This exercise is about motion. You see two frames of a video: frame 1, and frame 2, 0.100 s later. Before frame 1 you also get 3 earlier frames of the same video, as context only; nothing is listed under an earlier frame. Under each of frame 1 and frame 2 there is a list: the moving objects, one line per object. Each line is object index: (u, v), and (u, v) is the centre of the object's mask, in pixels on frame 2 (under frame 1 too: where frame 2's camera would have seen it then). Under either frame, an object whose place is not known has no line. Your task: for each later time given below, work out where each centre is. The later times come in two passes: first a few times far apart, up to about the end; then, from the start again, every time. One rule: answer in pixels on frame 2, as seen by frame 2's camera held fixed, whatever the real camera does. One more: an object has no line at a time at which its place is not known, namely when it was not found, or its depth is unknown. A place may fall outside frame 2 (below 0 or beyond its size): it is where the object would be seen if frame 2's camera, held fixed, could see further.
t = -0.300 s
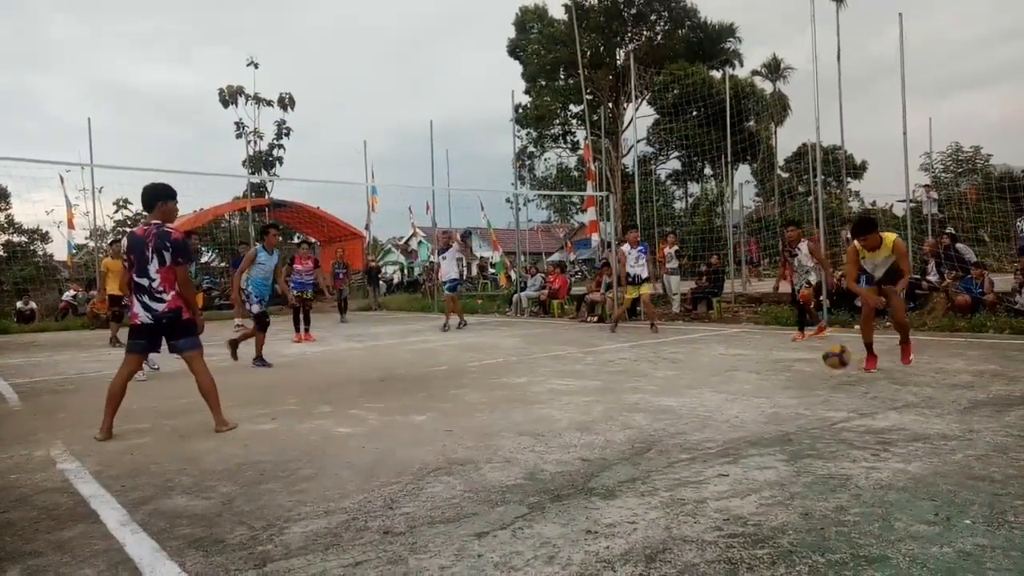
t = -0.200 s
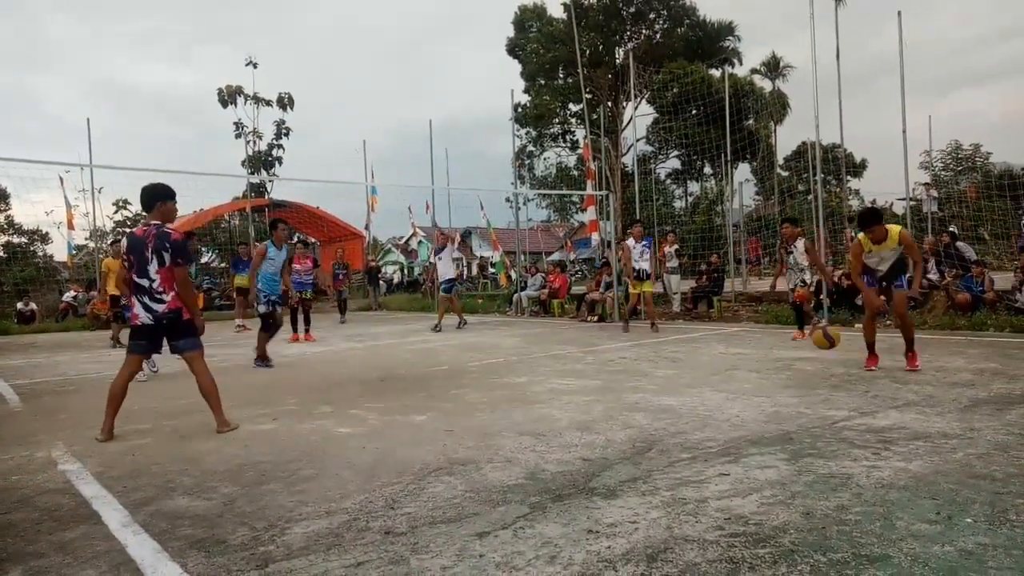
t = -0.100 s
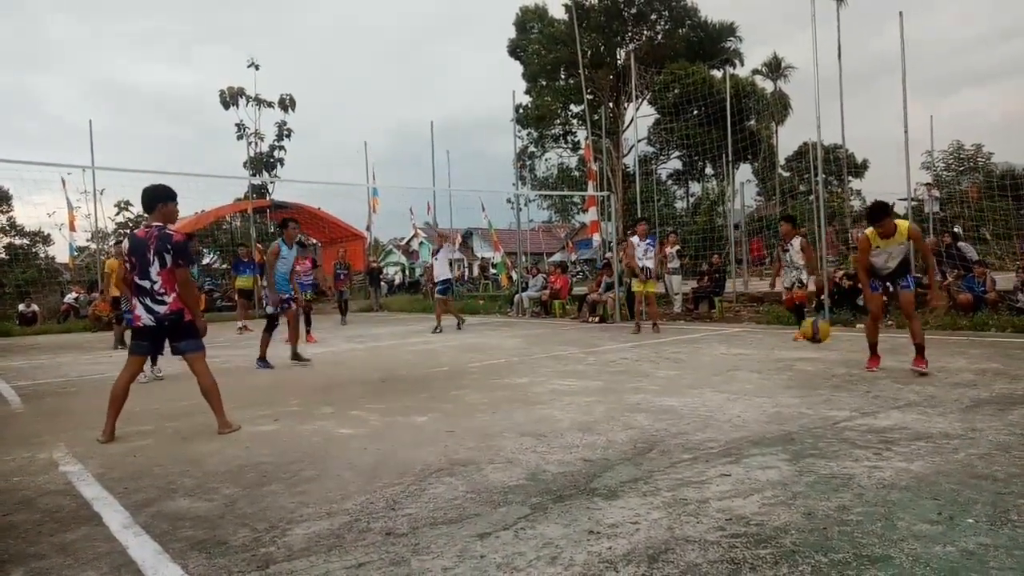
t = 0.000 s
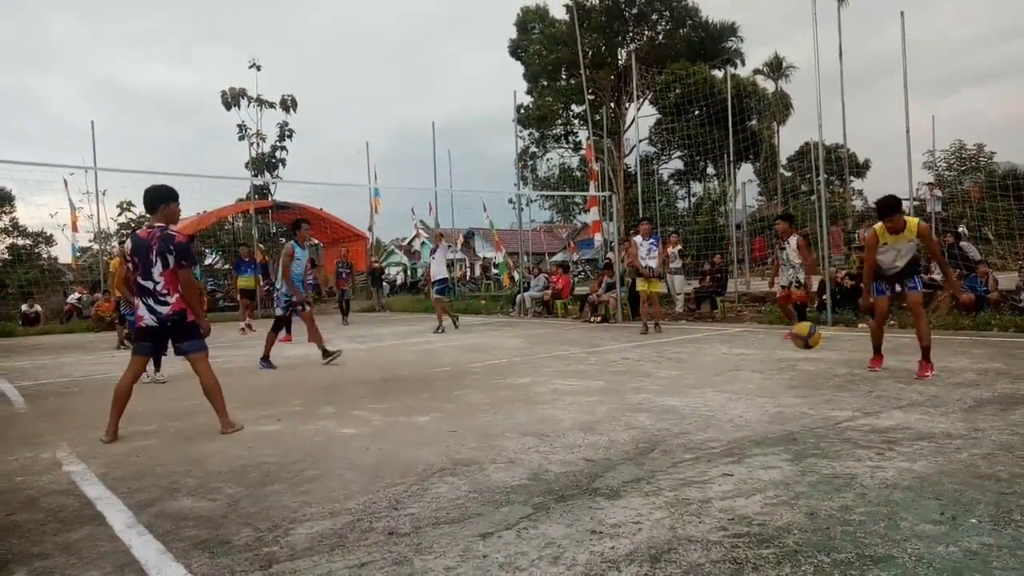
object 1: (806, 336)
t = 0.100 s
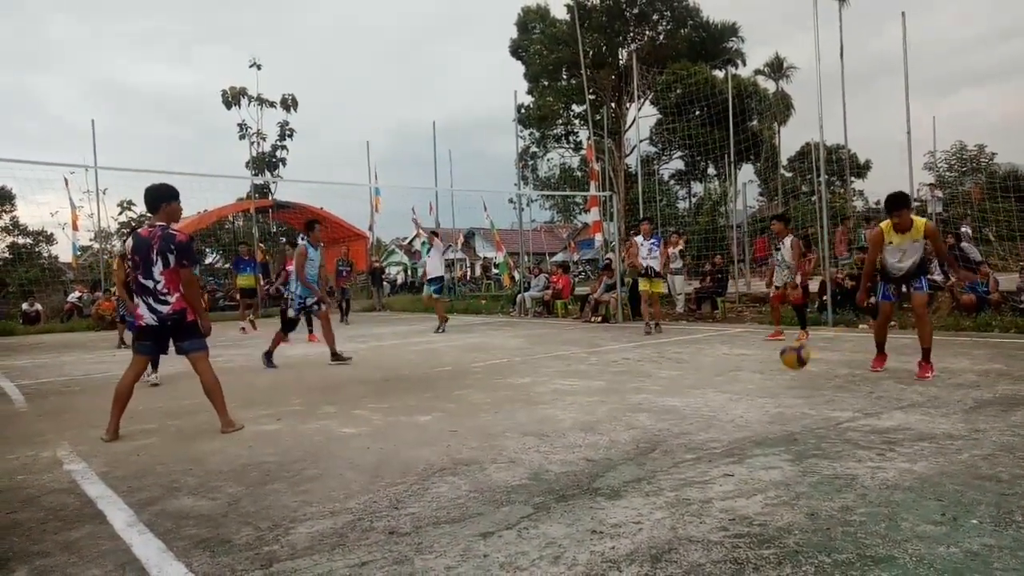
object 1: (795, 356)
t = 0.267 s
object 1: (773, 371)
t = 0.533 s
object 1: (734, 367)
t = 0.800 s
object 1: (692, 378)
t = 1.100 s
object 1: (642, 402)
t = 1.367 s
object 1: (593, 413)
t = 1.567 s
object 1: (553, 410)
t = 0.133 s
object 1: (791, 365)
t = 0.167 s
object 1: (787, 375)
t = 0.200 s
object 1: (783, 386)
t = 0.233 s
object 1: (779, 378)
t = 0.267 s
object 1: (773, 371)
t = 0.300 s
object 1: (768, 365)
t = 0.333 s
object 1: (763, 361)
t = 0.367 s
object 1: (758, 359)
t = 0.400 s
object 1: (753, 356)
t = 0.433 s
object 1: (748, 356)
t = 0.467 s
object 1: (743, 358)
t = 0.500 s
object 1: (738, 362)
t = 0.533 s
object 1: (734, 367)
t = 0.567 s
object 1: (728, 372)
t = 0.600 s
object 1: (724, 380)
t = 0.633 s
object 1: (718, 391)
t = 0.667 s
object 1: (713, 398)
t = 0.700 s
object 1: (707, 390)
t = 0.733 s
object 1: (702, 384)
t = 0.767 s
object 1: (697, 380)
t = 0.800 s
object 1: (692, 378)
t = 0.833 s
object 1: (686, 377)
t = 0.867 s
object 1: (681, 377)
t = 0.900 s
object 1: (676, 379)
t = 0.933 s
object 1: (670, 383)
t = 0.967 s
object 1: (665, 388)
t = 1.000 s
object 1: (660, 396)
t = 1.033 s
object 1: (654, 405)
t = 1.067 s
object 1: (648, 409)
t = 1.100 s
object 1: (642, 402)
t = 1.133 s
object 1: (636, 398)
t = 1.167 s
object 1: (630, 394)
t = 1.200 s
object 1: (624, 393)
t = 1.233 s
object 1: (617, 394)
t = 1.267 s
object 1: (612, 396)
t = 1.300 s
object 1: (605, 399)
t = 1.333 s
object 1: (599, 405)
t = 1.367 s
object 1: (593, 413)
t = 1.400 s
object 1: (587, 421)
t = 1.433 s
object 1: (580, 416)
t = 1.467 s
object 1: (573, 411)
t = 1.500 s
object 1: (566, 409)
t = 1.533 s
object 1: (560, 408)
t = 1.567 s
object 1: (553, 410)
